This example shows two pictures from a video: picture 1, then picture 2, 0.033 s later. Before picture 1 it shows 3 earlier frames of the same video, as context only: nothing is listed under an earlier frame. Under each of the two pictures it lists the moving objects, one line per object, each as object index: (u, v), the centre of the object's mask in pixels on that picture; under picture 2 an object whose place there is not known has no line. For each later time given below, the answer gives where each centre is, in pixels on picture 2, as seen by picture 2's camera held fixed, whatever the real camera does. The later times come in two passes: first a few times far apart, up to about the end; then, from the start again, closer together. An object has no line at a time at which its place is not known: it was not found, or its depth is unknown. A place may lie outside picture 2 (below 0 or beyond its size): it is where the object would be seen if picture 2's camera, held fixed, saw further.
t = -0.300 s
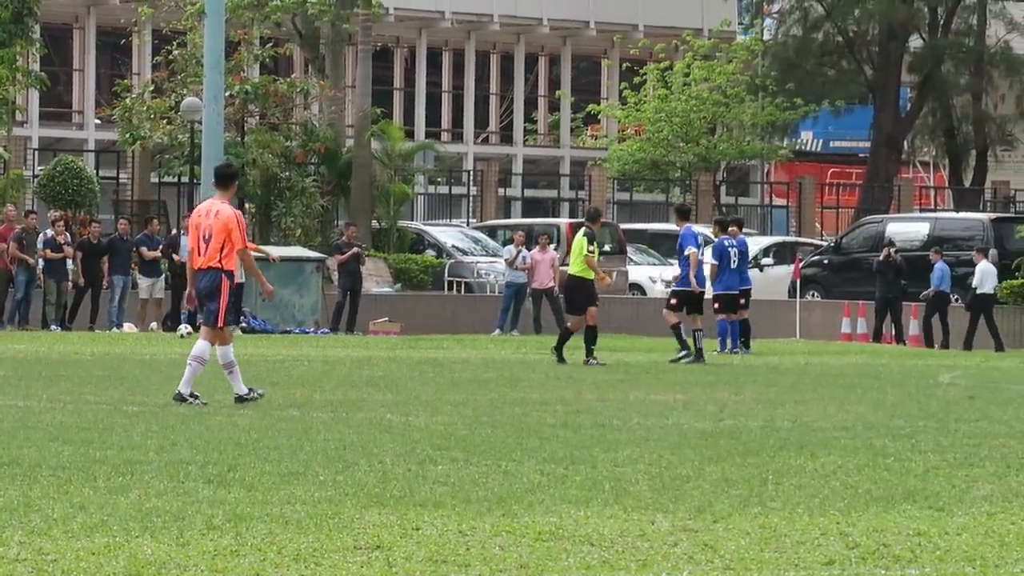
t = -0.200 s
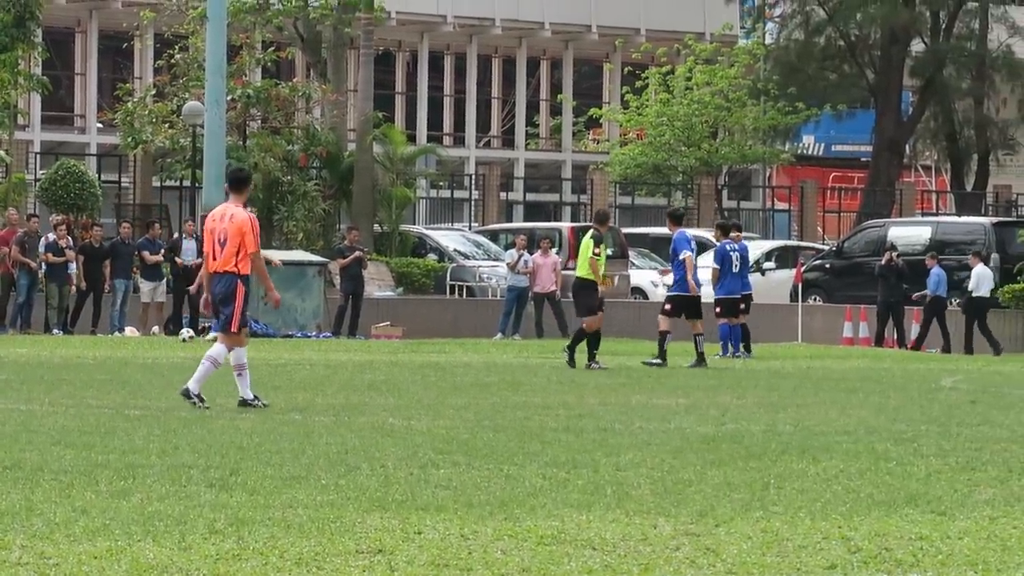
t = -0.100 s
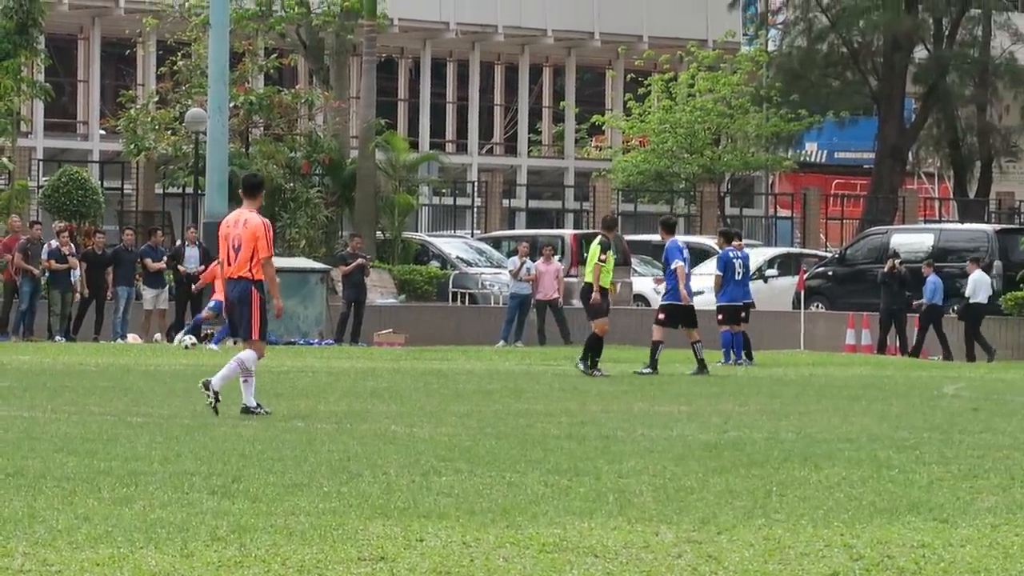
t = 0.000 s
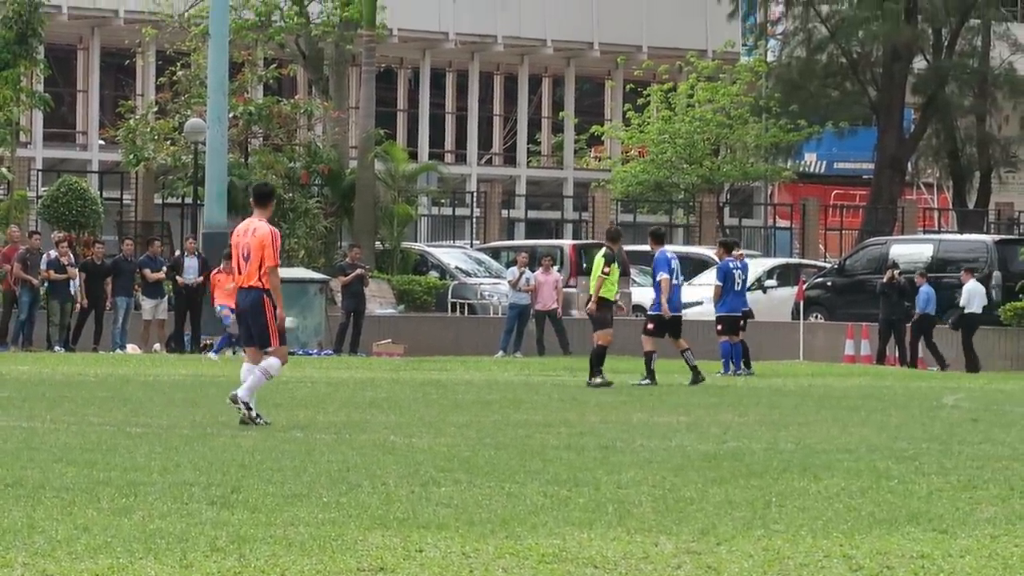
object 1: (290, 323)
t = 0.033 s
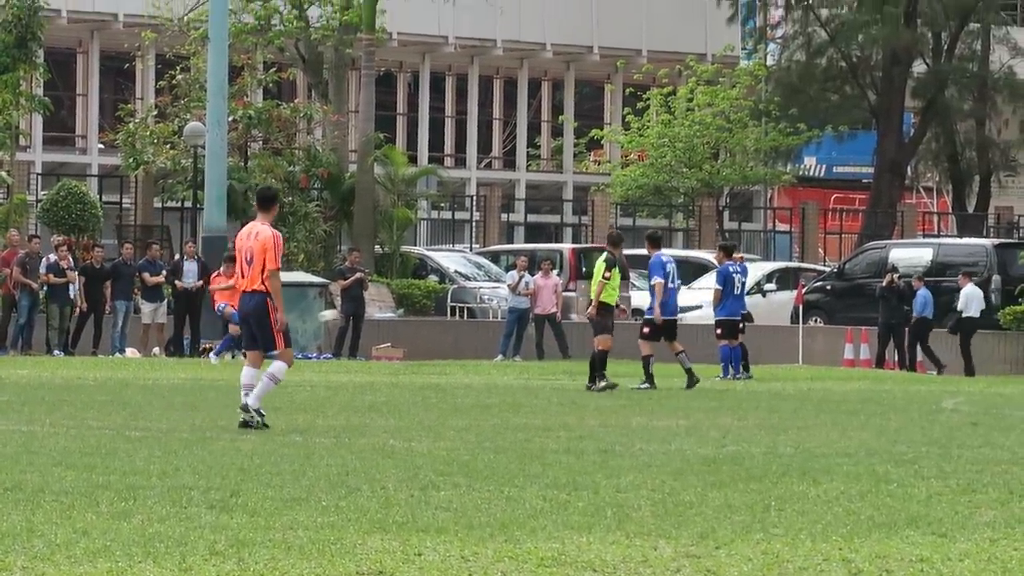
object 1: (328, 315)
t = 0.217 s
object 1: (579, 268)
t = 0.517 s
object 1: (1039, 228)
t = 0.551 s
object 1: (1094, 226)
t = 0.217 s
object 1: (579, 268)
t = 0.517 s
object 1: (1039, 228)
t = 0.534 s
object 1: (1066, 226)
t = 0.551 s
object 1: (1094, 226)
